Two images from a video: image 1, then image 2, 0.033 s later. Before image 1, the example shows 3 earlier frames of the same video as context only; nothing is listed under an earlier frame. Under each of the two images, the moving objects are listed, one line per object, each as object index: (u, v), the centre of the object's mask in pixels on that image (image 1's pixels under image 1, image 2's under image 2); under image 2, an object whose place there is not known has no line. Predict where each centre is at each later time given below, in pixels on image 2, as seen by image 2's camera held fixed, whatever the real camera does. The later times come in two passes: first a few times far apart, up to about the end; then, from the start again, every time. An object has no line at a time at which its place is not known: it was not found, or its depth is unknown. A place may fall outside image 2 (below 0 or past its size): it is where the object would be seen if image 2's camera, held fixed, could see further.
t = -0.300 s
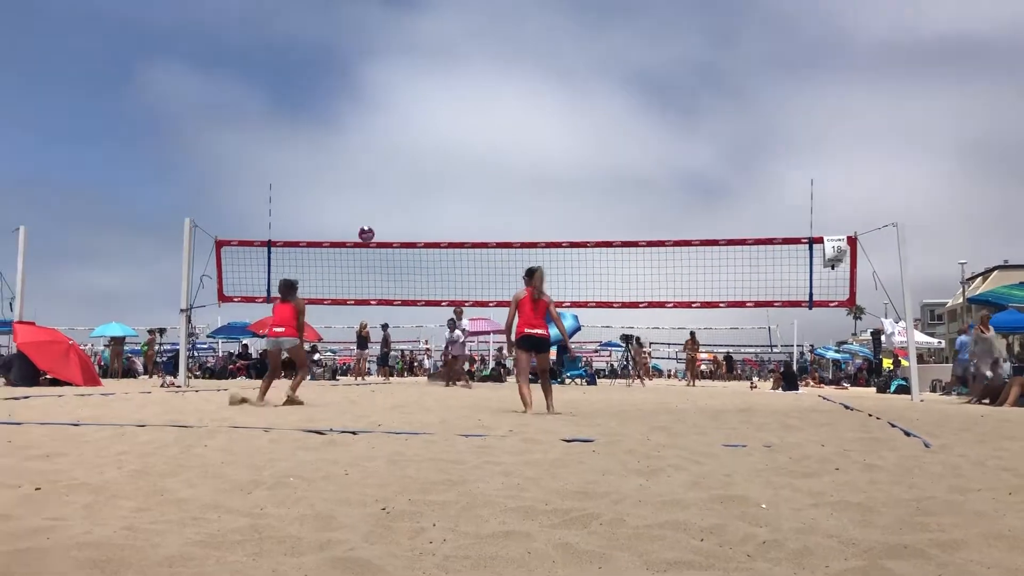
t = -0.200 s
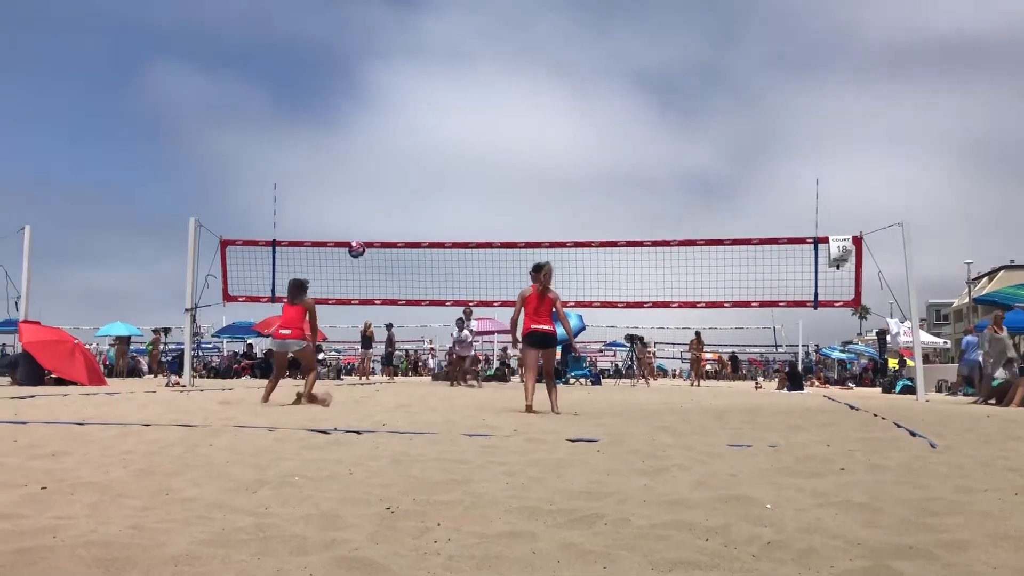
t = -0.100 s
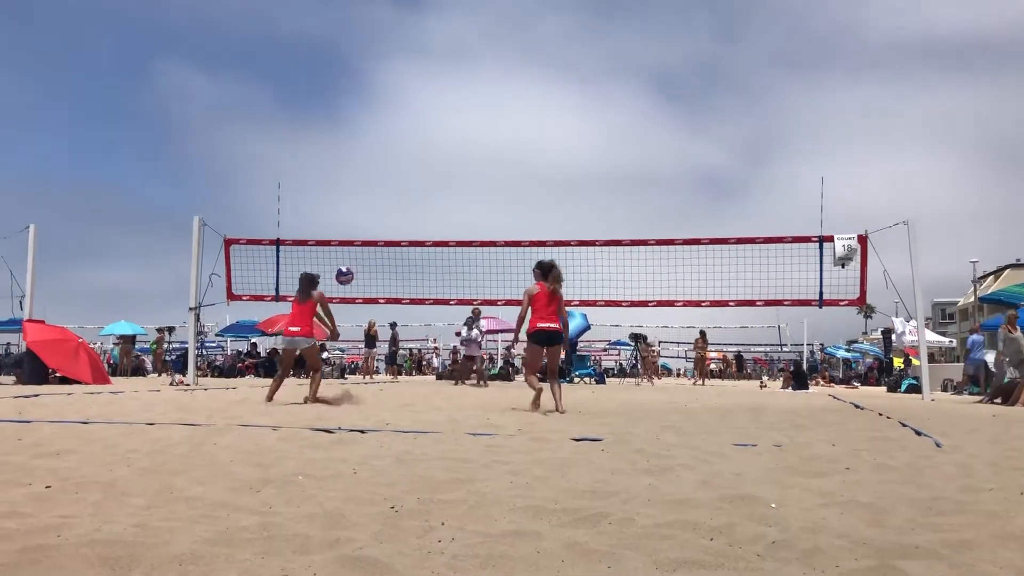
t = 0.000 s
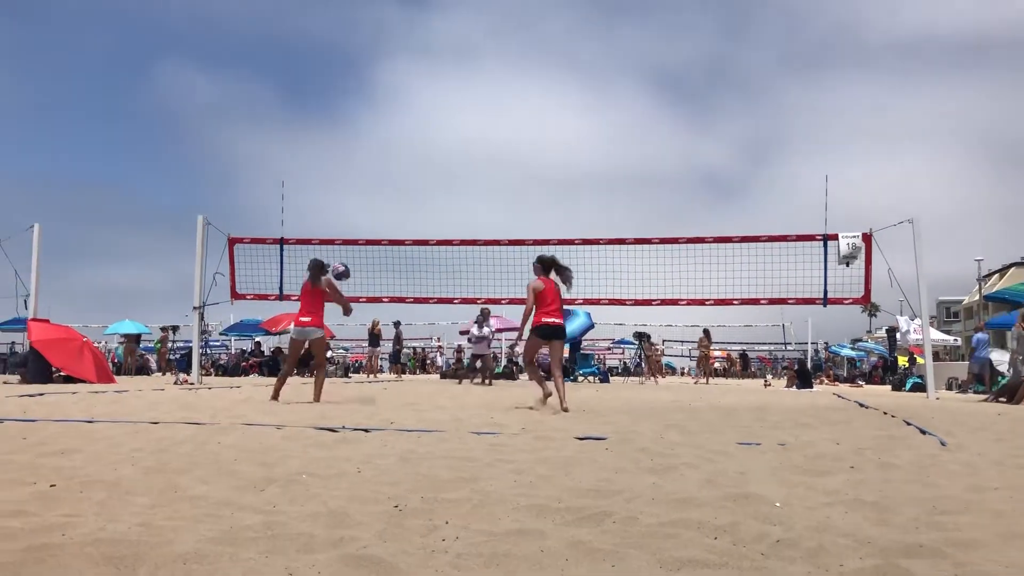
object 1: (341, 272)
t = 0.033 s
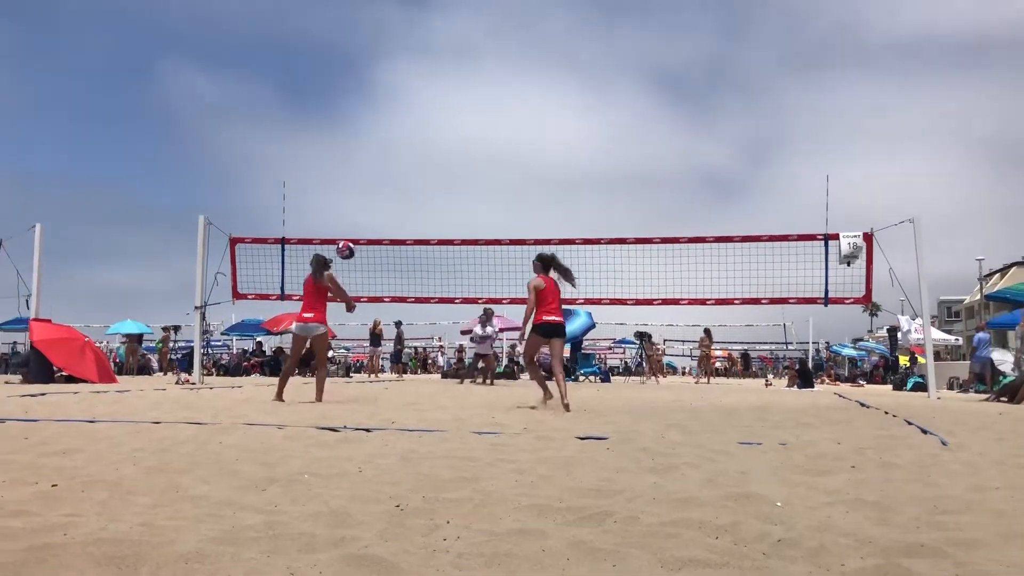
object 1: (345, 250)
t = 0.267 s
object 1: (370, 133)
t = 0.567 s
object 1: (401, 54)
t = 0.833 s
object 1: (428, 48)
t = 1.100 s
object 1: (455, 98)
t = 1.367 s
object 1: (483, 205)
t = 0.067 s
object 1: (349, 230)
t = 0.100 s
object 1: (353, 211)
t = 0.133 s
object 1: (356, 194)
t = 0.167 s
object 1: (360, 177)
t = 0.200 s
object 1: (363, 162)
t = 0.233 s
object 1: (366, 146)
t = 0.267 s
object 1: (370, 133)
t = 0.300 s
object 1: (373, 120)
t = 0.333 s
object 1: (377, 109)
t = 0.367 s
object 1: (380, 98)
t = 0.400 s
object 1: (384, 88)
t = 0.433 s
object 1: (387, 80)
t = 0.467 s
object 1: (391, 72)
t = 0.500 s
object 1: (394, 65)
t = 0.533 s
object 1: (398, 59)
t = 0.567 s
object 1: (401, 54)
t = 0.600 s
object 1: (404, 50)
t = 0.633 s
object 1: (408, 47)
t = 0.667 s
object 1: (411, 45)
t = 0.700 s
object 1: (414, 43)
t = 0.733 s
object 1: (418, 43)
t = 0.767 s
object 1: (421, 44)
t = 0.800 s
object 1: (424, 45)
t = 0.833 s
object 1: (428, 48)
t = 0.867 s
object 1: (431, 51)
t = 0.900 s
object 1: (434, 55)
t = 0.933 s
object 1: (438, 60)
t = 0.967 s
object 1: (441, 65)
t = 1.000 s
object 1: (445, 72)
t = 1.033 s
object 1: (448, 80)
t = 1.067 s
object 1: (452, 88)
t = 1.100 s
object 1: (455, 98)
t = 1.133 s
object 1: (459, 109)
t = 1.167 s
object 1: (463, 120)
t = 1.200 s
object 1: (466, 132)
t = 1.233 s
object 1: (469, 145)
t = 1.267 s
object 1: (473, 159)
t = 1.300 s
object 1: (477, 173)
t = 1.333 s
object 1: (480, 189)
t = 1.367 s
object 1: (483, 205)
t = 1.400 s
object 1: (487, 222)
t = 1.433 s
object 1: (491, 240)
